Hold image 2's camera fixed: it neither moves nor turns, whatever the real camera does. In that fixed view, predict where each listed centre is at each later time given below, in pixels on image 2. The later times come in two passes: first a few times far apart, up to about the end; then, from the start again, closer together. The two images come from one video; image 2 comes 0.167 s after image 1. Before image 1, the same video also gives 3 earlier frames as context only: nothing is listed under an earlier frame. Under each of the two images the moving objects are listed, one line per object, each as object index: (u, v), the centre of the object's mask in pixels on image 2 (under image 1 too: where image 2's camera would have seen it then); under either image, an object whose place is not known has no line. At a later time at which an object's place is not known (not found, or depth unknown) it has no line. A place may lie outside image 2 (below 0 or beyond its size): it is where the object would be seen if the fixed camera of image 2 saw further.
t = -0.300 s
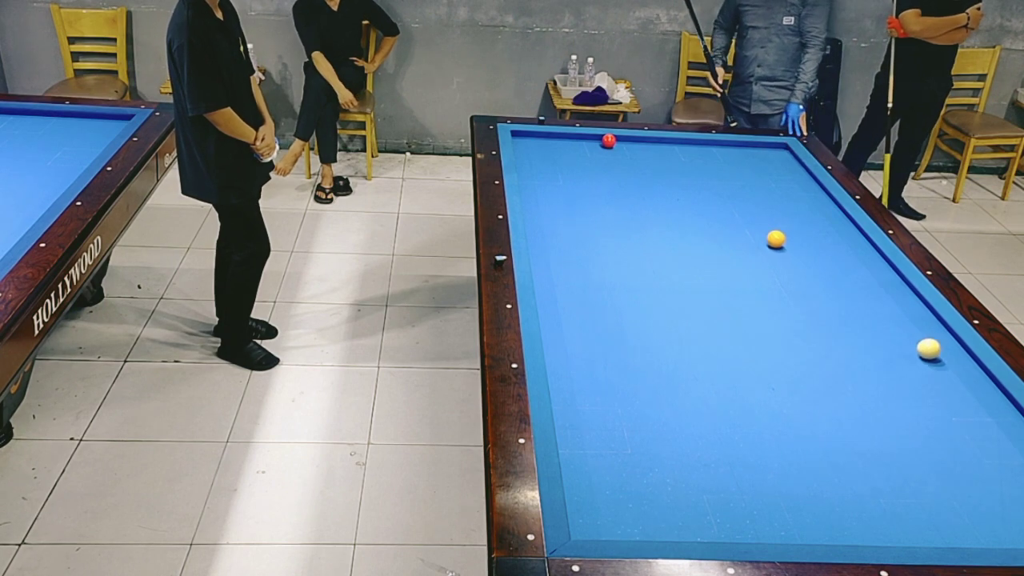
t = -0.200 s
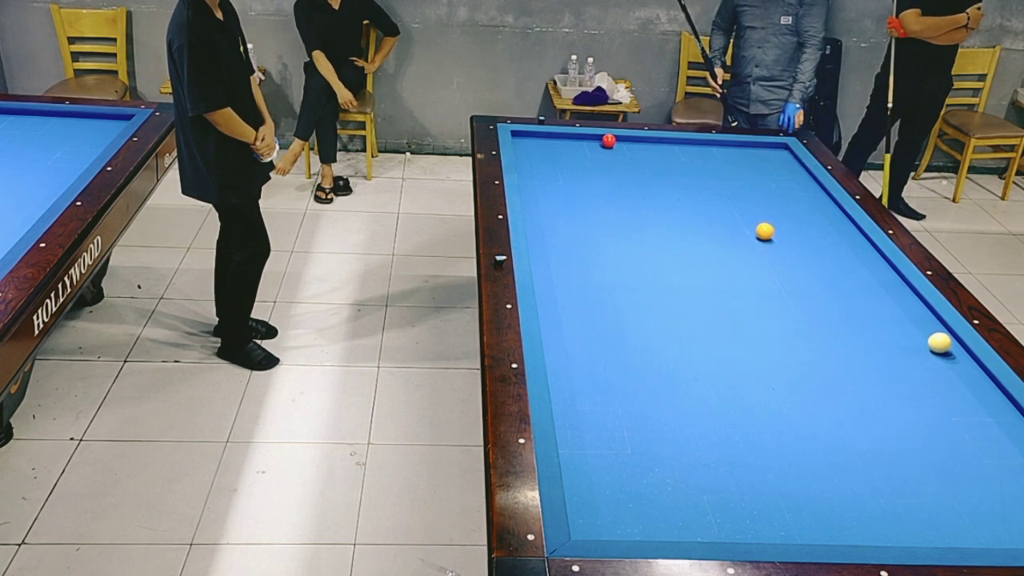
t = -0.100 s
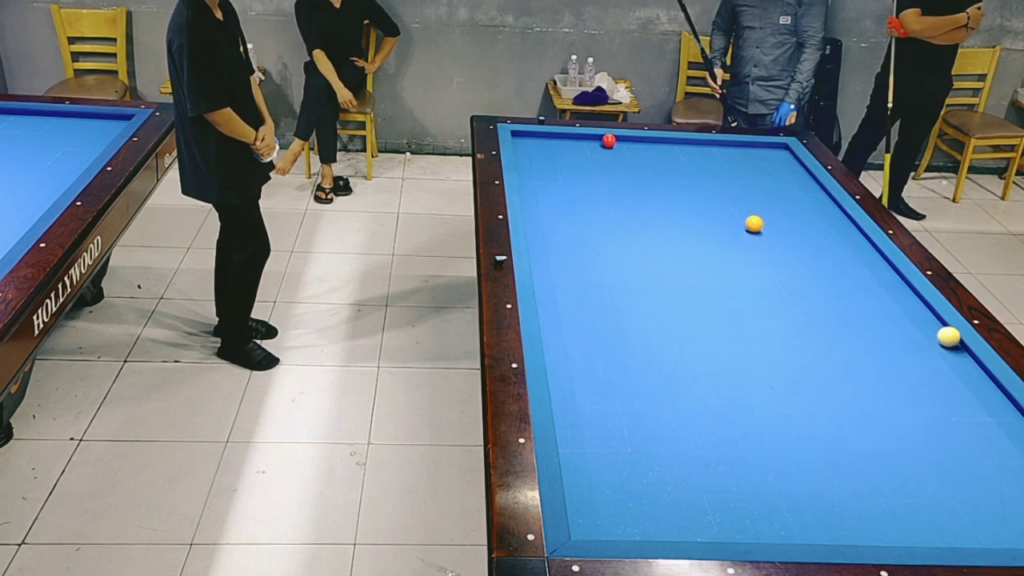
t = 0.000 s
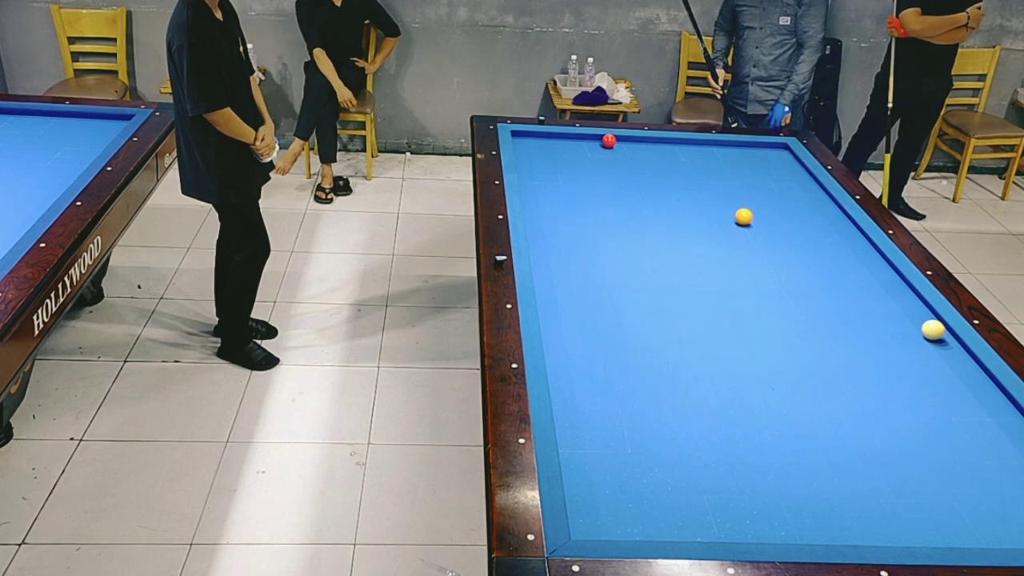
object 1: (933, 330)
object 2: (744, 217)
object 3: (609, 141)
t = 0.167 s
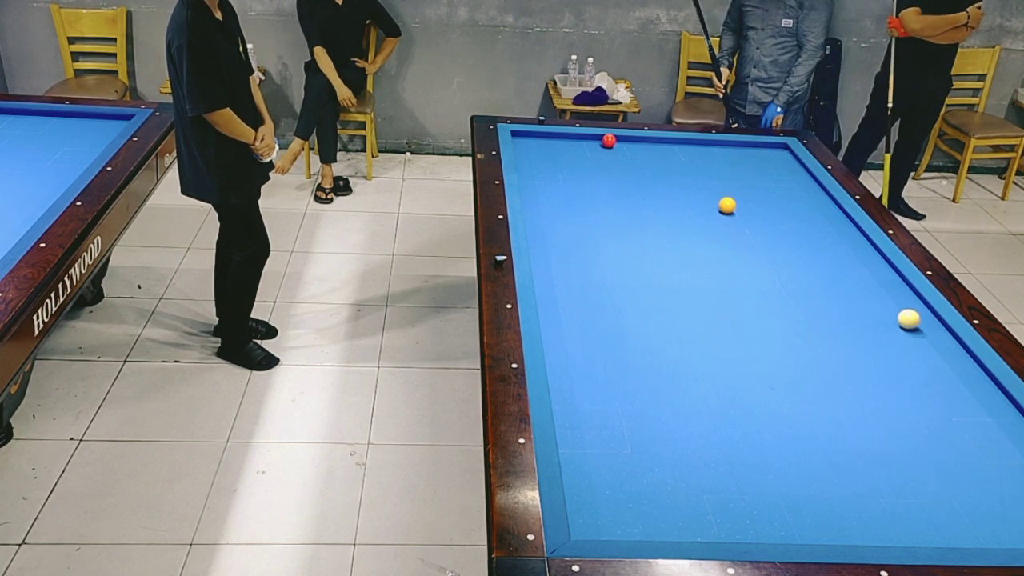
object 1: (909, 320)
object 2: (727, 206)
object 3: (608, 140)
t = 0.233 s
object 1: (899, 316)
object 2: (721, 201)
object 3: (608, 140)
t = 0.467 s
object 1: (868, 302)
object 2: (700, 187)
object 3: (608, 140)
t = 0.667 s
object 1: (842, 290)
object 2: (683, 175)
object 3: (608, 140)
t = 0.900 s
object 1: (814, 278)
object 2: (665, 162)
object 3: (608, 141)
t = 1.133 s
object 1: (788, 267)
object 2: (648, 151)
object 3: (608, 141)
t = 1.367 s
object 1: (763, 256)
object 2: (632, 140)
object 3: (608, 141)
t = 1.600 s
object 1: (739, 245)
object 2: (621, 144)
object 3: (608, 140)
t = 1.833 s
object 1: (718, 236)
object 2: (615, 150)
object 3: (604, 140)
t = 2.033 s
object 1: (699, 228)
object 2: (610, 155)
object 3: (601, 139)
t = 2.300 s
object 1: (677, 218)
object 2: (603, 162)
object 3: (598, 139)
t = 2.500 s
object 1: (661, 211)
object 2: (598, 167)
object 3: (596, 139)
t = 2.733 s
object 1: (643, 203)
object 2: (592, 174)
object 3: (594, 138)
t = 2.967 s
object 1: (626, 196)
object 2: (587, 180)
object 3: (592, 138)
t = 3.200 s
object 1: (610, 189)
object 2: (581, 186)
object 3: (592, 138)
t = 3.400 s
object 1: (597, 183)
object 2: (576, 191)
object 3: (591, 138)
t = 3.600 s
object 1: (584, 178)
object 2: (571, 196)
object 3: (591, 138)
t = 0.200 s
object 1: (904, 317)
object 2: (724, 203)
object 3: (608, 140)
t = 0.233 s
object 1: (899, 316)
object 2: (721, 201)
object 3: (608, 140)
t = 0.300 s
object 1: (890, 311)
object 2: (715, 197)
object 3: (608, 140)
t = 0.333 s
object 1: (885, 309)
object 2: (711, 195)
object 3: (608, 140)
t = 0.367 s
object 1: (881, 307)
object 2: (708, 193)
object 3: (608, 140)
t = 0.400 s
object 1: (876, 306)
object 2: (705, 191)
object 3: (608, 140)
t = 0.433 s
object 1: (872, 304)
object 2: (702, 188)
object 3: (608, 140)
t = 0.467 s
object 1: (868, 302)
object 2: (700, 187)
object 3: (608, 140)
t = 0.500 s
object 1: (863, 300)
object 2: (697, 184)
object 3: (608, 140)
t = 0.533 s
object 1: (859, 298)
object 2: (694, 182)
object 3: (608, 140)
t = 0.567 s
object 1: (855, 296)
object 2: (691, 181)
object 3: (608, 140)
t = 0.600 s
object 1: (850, 294)
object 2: (688, 179)
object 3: (608, 140)
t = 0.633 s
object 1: (846, 292)
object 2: (686, 177)
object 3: (608, 140)
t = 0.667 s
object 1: (842, 290)
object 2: (683, 175)
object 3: (608, 140)
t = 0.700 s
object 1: (838, 289)
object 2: (680, 173)
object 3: (608, 140)
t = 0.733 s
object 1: (834, 287)
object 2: (677, 171)
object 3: (608, 140)
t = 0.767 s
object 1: (830, 285)
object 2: (675, 169)
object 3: (608, 140)
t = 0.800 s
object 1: (826, 283)
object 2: (672, 168)
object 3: (608, 140)
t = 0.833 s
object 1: (822, 281)
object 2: (670, 166)
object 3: (608, 140)
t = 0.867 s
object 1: (818, 280)
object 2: (667, 164)
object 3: (608, 140)
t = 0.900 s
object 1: (814, 278)
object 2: (665, 162)
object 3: (608, 141)
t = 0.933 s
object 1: (810, 276)
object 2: (662, 161)
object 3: (608, 140)
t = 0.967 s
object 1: (807, 275)
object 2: (660, 159)
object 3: (608, 141)
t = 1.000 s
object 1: (803, 273)
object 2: (657, 157)
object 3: (608, 141)
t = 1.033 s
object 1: (799, 271)
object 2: (655, 156)
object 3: (608, 141)
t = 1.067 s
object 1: (795, 270)
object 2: (652, 154)
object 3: (608, 141)
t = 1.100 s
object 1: (792, 268)
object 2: (650, 152)
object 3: (608, 141)
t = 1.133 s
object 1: (788, 267)
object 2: (648, 151)
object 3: (608, 141)
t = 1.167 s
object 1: (784, 265)
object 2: (646, 149)
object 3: (608, 141)
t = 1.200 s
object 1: (781, 263)
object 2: (643, 147)
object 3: (608, 141)
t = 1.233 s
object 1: (777, 262)
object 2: (641, 146)
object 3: (608, 141)
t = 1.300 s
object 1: (770, 259)
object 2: (636, 143)
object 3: (608, 141)
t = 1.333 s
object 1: (767, 257)
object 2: (634, 141)
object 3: (608, 141)
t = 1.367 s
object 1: (763, 256)
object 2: (632, 140)
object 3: (608, 141)
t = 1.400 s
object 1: (760, 254)
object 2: (630, 139)
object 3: (608, 141)
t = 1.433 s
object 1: (756, 253)
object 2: (629, 140)
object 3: (608, 141)
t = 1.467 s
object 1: (753, 251)
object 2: (627, 141)
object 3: (608, 140)
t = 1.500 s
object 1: (750, 250)
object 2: (625, 142)
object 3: (608, 140)
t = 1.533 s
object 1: (746, 248)
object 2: (624, 142)
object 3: (608, 140)
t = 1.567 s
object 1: (743, 247)
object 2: (622, 143)
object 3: (608, 140)
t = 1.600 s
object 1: (739, 245)
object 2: (621, 144)
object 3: (608, 140)
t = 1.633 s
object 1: (736, 244)
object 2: (620, 145)
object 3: (607, 140)
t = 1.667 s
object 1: (733, 243)
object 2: (620, 146)
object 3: (607, 140)
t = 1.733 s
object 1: (727, 240)
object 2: (618, 147)
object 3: (606, 140)
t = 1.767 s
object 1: (724, 239)
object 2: (617, 148)
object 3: (605, 140)
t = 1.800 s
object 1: (721, 237)
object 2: (616, 149)
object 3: (605, 140)
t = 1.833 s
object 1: (718, 236)
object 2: (615, 150)
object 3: (604, 140)
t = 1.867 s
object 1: (714, 235)
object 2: (615, 151)
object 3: (604, 139)
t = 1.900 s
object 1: (711, 233)
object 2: (614, 151)
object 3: (603, 140)
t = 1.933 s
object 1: (708, 232)
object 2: (613, 152)
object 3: (603, 139)
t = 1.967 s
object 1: (705, 231)
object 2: (612, 153)
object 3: (602, 139)
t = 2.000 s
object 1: (702, 229)
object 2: (611, 154)
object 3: (602, 139)
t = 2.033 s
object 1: (699, 228)
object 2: (610, 155)
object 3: (601, 139)
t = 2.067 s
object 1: (697, 227)
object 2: (609, 156)
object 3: (601, 139)
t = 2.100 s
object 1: (694, 225)
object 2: (608, 157)
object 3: (601, 139)
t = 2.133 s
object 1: (691, 224)
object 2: (607, 158)
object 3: (600, 139)
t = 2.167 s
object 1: (688, 223)
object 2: (607, 158)
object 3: (600, 139)
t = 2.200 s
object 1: (685, 222)
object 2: (606, 159)
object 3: (599, 139)
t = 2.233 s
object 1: (682, 221)
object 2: (605, 160)
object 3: (599, 139)
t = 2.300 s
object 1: (677, 218)
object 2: (603, 162)
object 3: (598, 139)
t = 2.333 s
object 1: (674, 217)
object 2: (602, 163)
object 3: (598, 139)
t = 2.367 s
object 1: (671, 216)
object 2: (601, 164)
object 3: (598, 139)
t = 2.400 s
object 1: (669, 215)
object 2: (601, 164)
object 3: (597, 139)
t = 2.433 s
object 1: (666, 213)
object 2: (600, 165)
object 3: (597, 139)
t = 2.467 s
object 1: (663, 212)
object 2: (599, 166)
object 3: (597, 139)
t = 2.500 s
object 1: (661, 211)
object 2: (598, 167)
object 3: (596, 139)
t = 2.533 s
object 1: (658, 210)
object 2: (597, 168)
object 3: (596, 139)
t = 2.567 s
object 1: (655, 209)
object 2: (596, 169)
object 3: (596, 138)
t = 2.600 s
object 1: (653, 208)
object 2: (596, 170)
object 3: (595, 138)
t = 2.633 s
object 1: (650, 207)
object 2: (595, 171)
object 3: (595, 138)
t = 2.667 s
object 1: (648, 206)
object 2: (594, 172)
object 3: (595, 138)
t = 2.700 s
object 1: (645, 205)
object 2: (593, 172)
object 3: (595, 138)
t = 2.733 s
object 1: (643, 203)
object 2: (592, 174)
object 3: (594, 138)
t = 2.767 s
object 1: (640, 202)
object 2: (591, 174)
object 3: (594, 138)
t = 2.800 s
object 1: (638, 201)
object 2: (591, 175)
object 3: (594, 138)
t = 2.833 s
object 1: (635, 200)
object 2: (590, 176)
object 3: (593, 138)
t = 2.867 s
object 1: (633, 199)
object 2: (589, 177)
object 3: (593, 138)
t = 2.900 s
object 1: (631, 198)
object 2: (588, 178)
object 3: (593, 138)
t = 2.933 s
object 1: (628, 197)
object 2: (587, 179)
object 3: (593, 138)
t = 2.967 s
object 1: (626, 196)
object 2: (587, 180)
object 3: (592, 138)
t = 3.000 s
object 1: (623, 195)
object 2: (586, 181)
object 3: (592, 138)
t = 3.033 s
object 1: (621, 194)
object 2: (585, 181)
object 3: (592, 138)
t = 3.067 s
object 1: (619, 193)
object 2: (584, 182)
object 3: (592, 138)
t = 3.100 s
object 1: (616, 192)
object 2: (583, 183)
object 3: (592, 138)
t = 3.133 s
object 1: (614, 191)
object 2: (582, 184)
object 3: (592, 138)
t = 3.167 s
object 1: (612, 190)
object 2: (582, 185)
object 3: (592, 138)
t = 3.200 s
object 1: (610, 189)
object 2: (581, 186)
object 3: (592, 138)
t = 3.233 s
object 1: (608, 188)
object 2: (580, 187)
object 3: (592, 138)
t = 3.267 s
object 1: (605, 187)
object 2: (579, 188)
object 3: (592, 138)
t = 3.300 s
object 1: (603, 186)
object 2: (578, 188)
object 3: (592, 138)
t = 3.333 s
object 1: (601, 185)
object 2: (578, 189)
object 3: (591, 138)
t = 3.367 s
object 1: (599, 184)
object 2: (577, 190)
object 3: (591, 138)
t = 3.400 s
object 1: (597, 183)
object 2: (576, 191)
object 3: (591, 138)
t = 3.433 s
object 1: (595, 182)
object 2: (575, 192)
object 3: (591, 138)
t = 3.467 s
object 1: (592, 181)
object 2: (574, 193)
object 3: (591, 138)
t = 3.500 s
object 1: (590, 181)
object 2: (573, 194)
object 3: (591, 138)
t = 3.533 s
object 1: (588, 180)
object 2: (573, 194)
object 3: (591, 138)
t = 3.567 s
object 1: (586, 179)
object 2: (572, 195)
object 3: (591, 138)
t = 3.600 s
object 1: (584, 178)
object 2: (571, 196)
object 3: (591, 138)
